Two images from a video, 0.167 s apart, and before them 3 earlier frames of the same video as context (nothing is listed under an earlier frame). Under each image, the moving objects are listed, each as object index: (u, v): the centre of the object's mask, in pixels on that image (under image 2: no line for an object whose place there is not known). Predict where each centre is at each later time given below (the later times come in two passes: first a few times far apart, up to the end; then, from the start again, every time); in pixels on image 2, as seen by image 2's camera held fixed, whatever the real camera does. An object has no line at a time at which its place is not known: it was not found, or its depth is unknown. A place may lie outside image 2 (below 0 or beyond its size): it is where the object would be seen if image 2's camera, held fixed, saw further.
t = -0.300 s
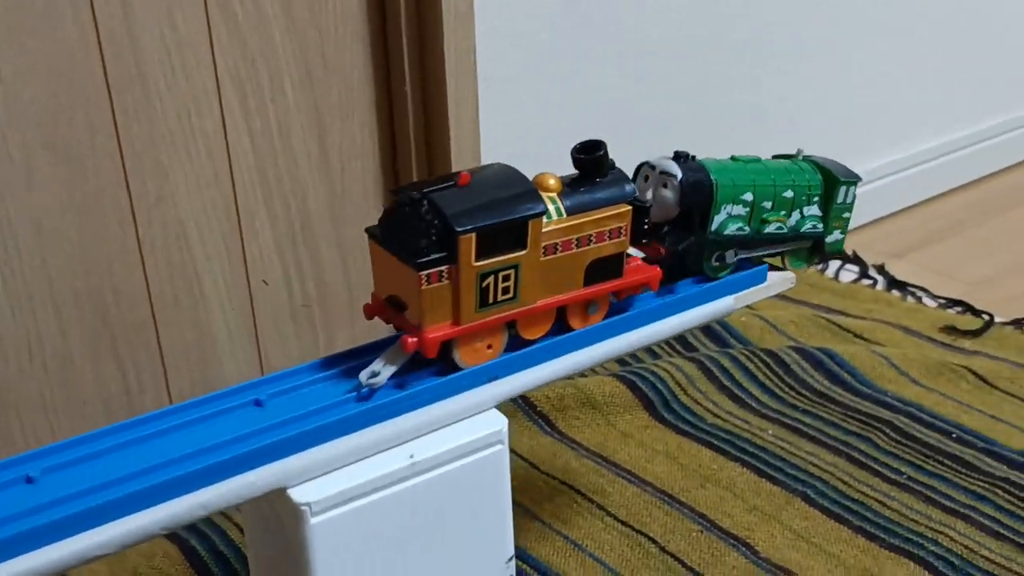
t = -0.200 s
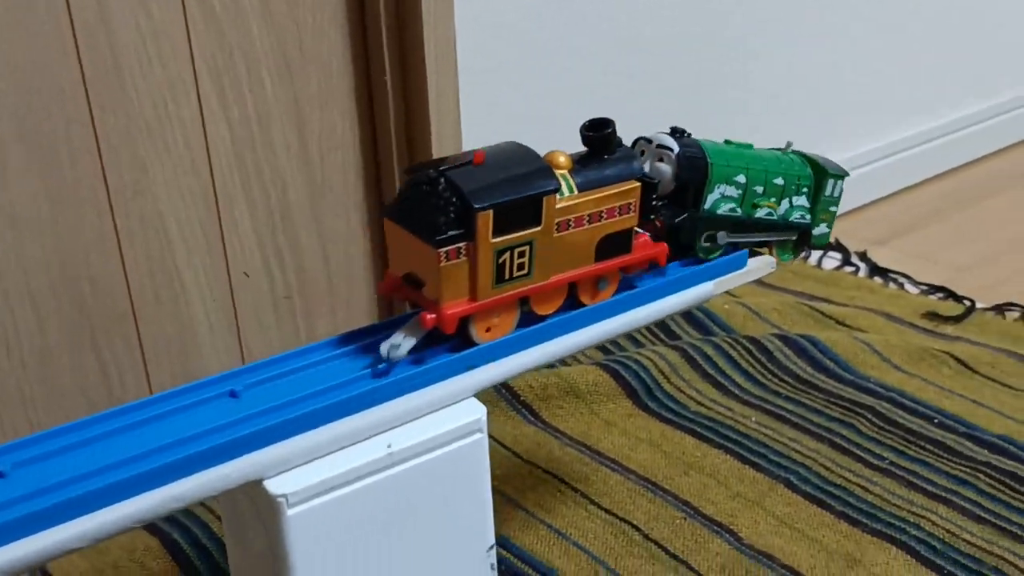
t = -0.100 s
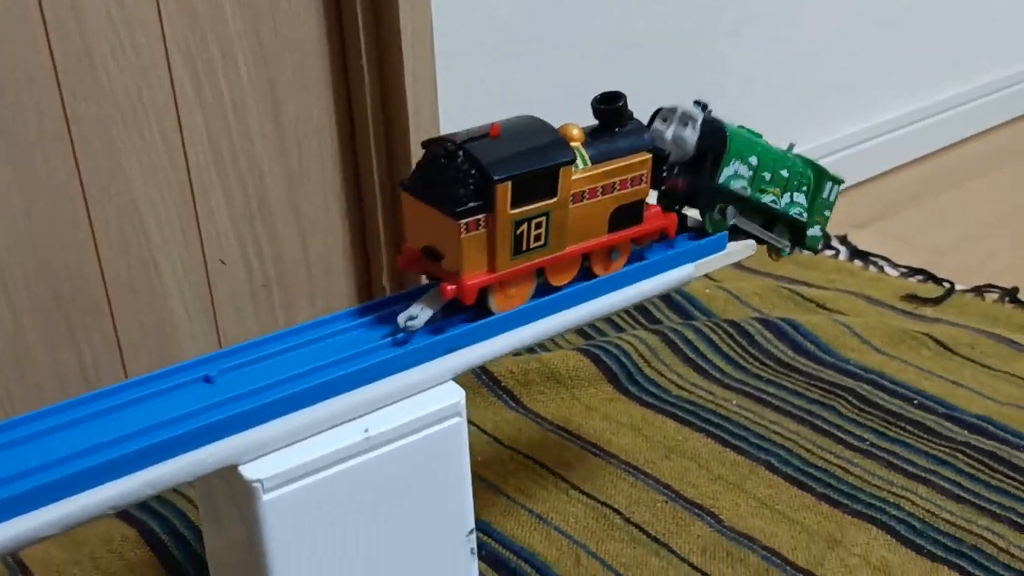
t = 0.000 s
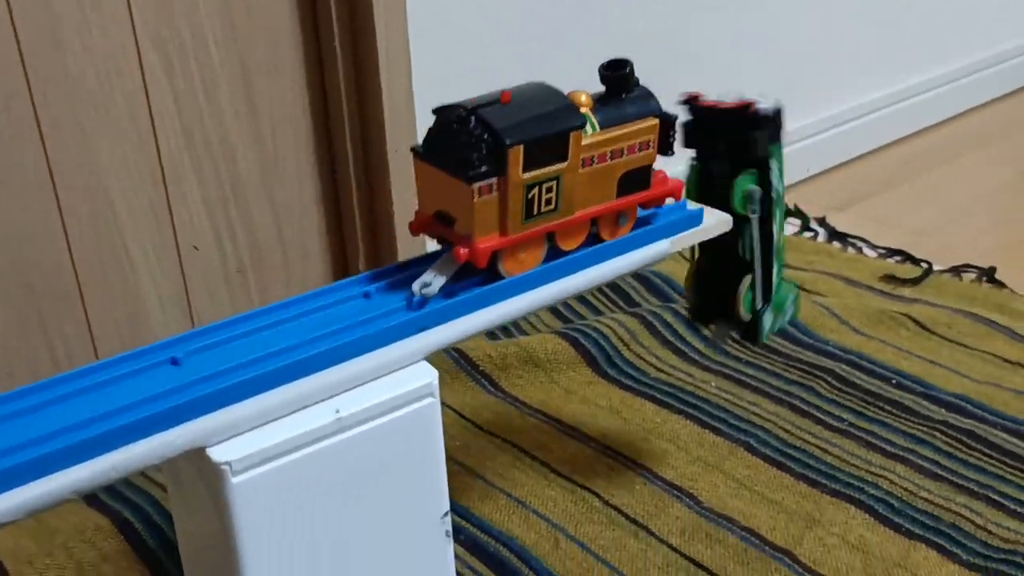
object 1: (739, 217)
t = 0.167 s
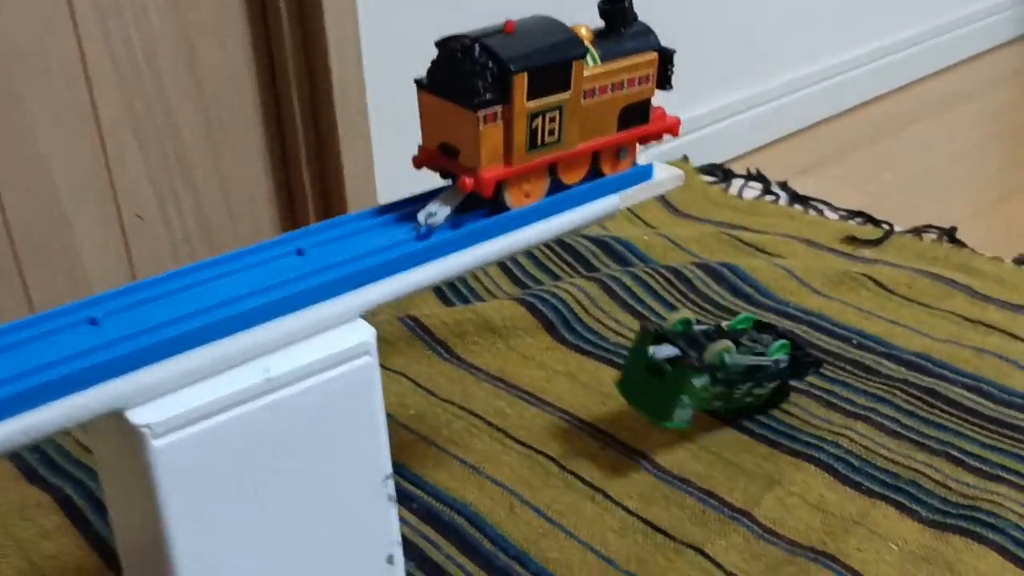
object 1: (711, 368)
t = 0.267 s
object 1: (719, 409)
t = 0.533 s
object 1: (747, 437)
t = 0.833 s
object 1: (797, 462)
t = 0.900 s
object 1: (797, 463)
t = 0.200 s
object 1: (711, 376)
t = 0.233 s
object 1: (712, 399)
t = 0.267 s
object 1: (719, 409)
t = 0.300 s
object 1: (727, 408)
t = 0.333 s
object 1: (734, 421)
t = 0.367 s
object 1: (742, 432)
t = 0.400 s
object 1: (750, 437)
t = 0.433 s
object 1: (754, 439)
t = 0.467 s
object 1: (754, 440)
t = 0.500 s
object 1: (750, 439)
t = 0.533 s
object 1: (747, 437)
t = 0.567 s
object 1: (745, 436)
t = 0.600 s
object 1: (745, 436)
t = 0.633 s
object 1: (746, 438)
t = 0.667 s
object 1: (760, 444)
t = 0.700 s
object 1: (779, 453)
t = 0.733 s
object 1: (792, 460)
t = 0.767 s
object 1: (798, 463)
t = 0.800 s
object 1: (798, 463)
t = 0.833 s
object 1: (797, 462)
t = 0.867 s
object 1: (797, 462)
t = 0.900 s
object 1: (797, 463)
